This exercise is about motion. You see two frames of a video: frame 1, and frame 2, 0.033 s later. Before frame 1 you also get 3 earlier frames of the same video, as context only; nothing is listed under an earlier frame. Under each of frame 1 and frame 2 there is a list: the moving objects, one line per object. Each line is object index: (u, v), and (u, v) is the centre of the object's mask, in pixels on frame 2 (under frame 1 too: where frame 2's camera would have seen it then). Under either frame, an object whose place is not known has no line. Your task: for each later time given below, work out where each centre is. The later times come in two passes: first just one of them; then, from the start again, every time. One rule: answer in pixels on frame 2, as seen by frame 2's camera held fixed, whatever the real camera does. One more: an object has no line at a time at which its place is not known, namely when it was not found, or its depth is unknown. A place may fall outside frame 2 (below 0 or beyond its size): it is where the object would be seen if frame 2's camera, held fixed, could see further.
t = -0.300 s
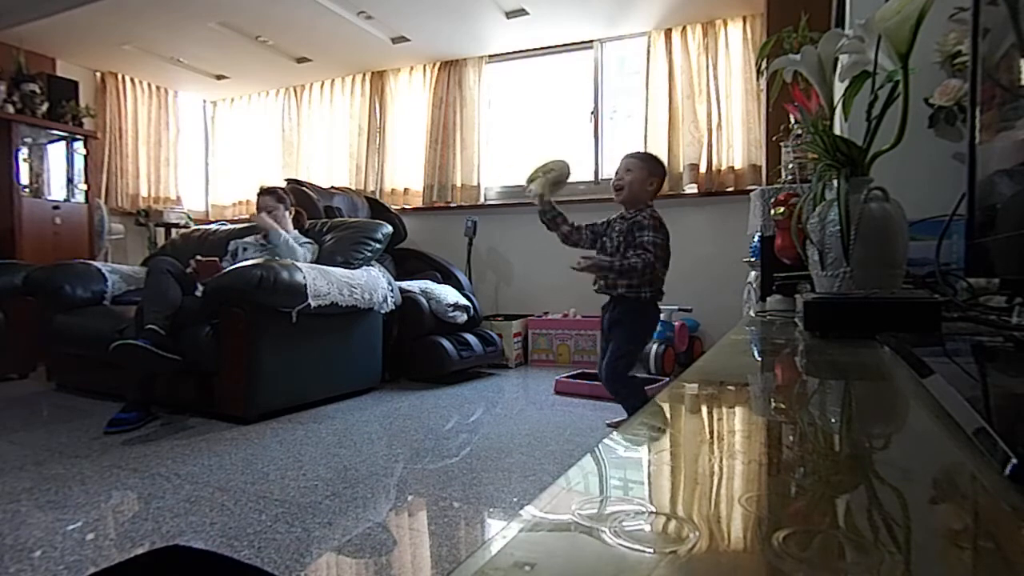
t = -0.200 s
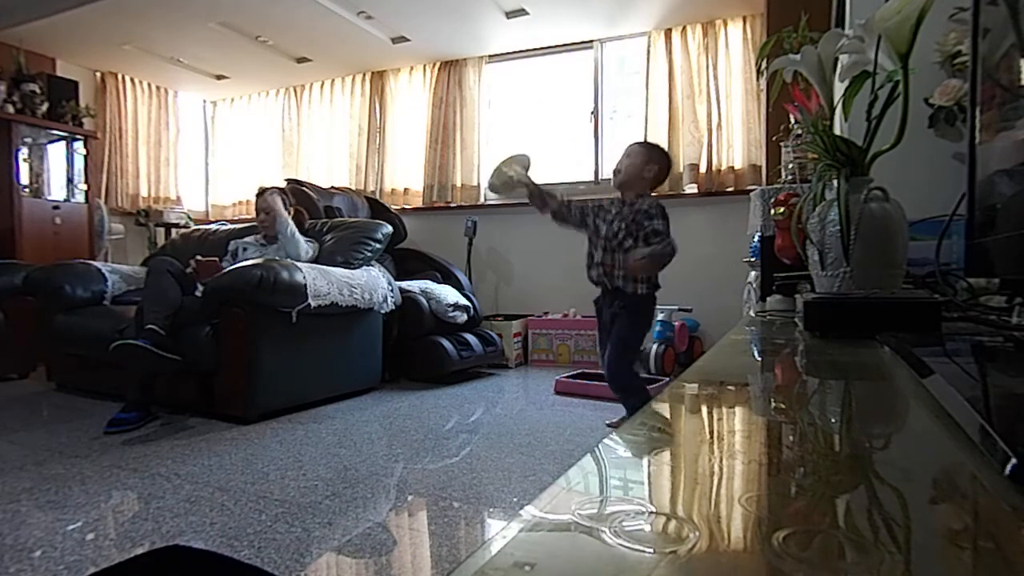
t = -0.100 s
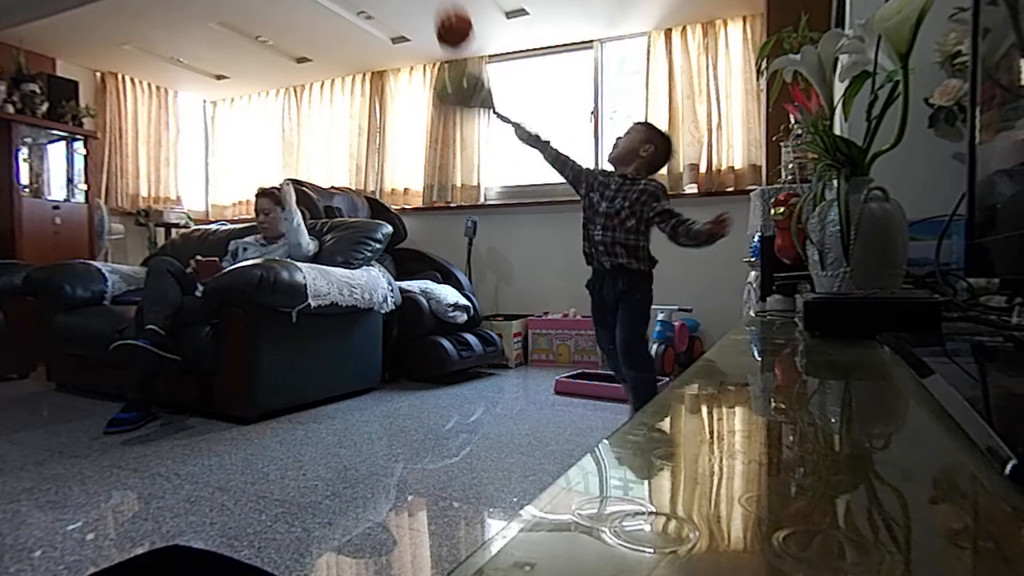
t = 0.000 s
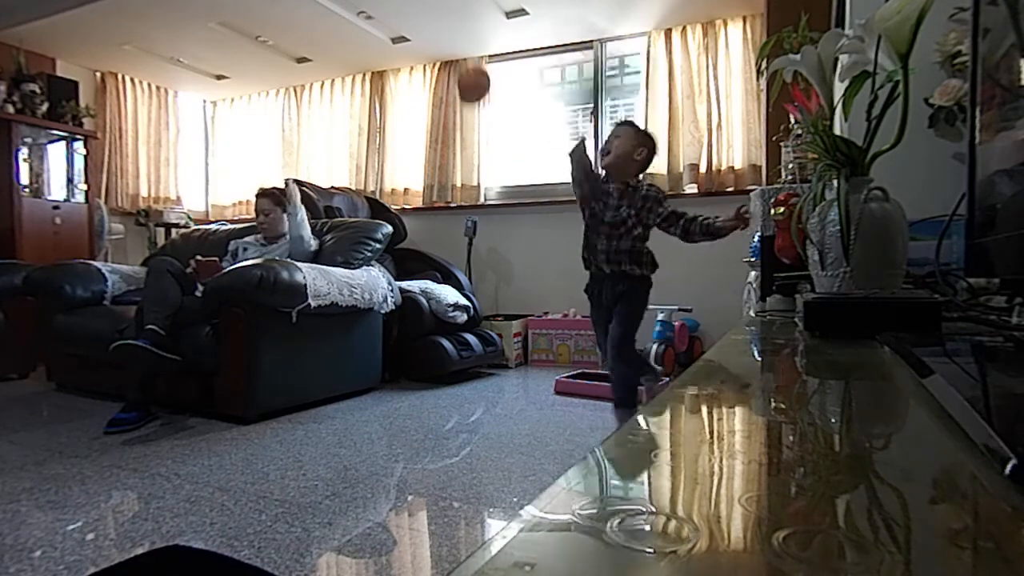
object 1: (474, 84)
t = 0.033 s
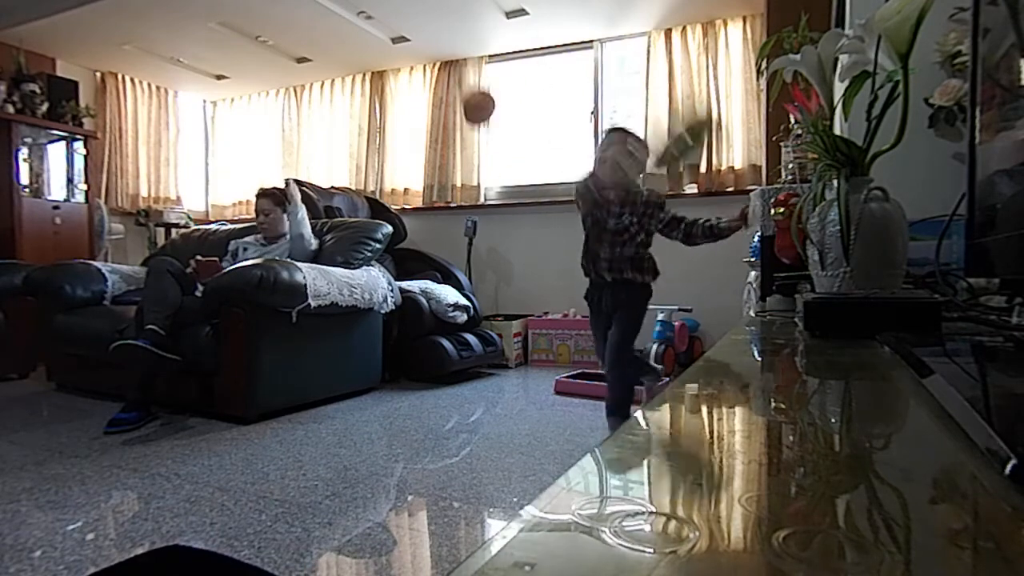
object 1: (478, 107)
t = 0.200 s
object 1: (506, 259)
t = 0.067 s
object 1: (484, 133)
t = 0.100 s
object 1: (490, 161)
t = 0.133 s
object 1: (497, 192)
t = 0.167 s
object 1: (502, 224)
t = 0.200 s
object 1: (506, 259)
